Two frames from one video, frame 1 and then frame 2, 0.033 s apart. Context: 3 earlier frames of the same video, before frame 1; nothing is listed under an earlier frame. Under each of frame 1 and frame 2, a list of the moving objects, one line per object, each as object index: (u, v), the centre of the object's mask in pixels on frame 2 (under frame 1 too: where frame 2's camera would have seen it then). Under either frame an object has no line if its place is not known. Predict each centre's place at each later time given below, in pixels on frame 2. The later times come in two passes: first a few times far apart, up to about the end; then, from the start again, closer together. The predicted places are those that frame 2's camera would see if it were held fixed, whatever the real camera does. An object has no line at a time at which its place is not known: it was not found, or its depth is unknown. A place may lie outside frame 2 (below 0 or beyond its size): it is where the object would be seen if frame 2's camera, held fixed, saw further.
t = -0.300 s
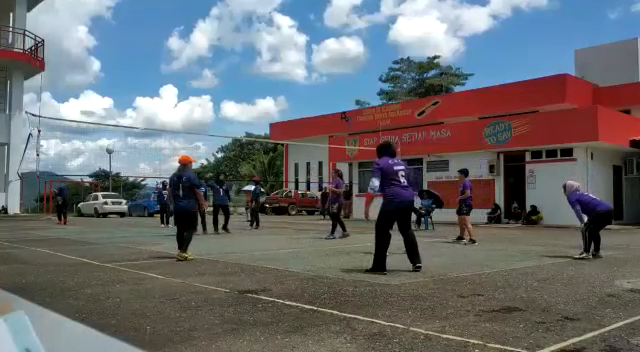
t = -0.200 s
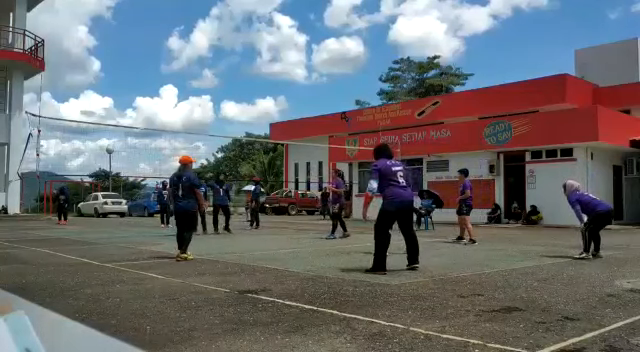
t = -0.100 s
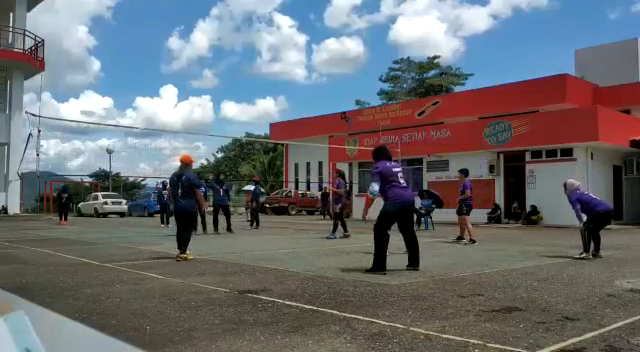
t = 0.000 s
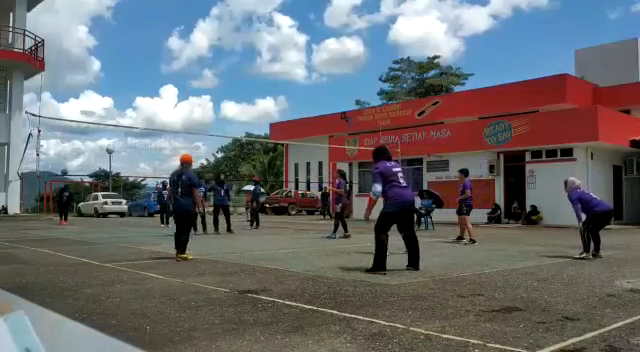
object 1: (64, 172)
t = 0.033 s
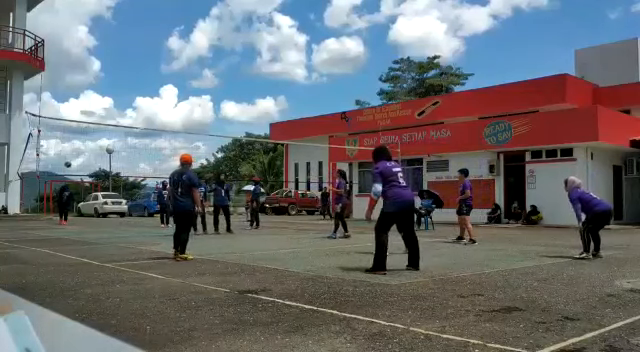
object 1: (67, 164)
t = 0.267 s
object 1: (95, 116)
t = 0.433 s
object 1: (118, 90)
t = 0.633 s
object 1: (146, 66)
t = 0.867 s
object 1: (182, 53)
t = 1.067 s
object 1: (215, 59)
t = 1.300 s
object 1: (260, 91)
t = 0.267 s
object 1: (95, 116)
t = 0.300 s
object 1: (100, 111)
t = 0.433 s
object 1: (118, 90)
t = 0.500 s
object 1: (127, 80)
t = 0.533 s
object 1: (132, 76)
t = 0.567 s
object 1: (136, 73)
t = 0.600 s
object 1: (141, 69)
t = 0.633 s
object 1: (146, 66)
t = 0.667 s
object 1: (151, 63)
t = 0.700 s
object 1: (156, 60)
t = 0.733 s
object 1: (161, 59)
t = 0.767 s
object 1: (166, 56)
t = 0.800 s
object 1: (171, 55)
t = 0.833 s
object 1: (176, 54)
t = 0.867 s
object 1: (182, 53)
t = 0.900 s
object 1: (187, 53)
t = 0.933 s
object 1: (193, 53)
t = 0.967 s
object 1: (198, 54)
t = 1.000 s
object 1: (203, 55)
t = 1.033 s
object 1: (209, 57)
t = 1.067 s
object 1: (215, 59)
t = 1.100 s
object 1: (221, 62)
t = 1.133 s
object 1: (227, 65)
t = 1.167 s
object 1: (233, 69)
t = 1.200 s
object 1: (240, 74)
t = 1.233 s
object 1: (247, 78)
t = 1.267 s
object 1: (253, 84)
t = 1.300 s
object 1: (260, 91)
